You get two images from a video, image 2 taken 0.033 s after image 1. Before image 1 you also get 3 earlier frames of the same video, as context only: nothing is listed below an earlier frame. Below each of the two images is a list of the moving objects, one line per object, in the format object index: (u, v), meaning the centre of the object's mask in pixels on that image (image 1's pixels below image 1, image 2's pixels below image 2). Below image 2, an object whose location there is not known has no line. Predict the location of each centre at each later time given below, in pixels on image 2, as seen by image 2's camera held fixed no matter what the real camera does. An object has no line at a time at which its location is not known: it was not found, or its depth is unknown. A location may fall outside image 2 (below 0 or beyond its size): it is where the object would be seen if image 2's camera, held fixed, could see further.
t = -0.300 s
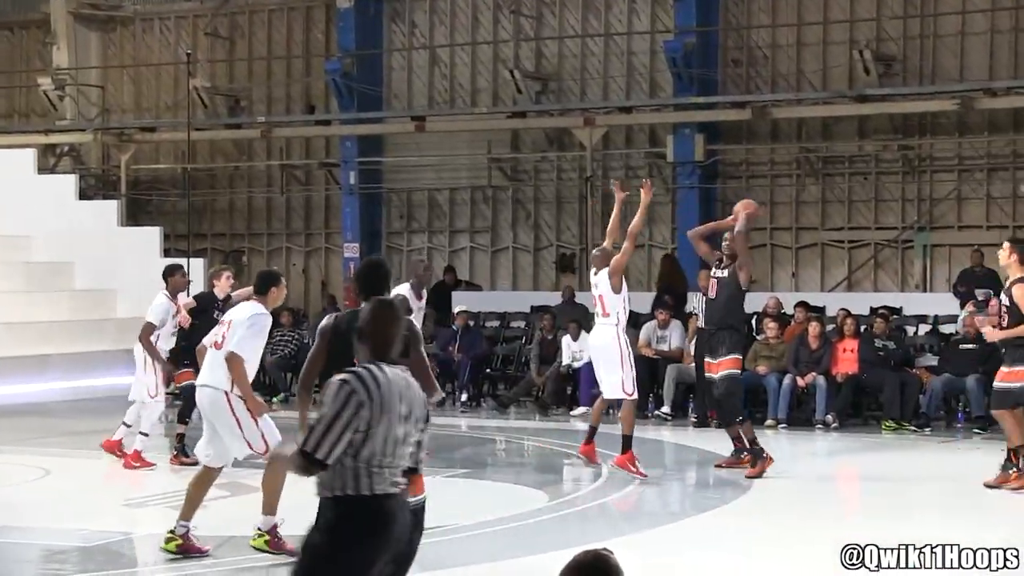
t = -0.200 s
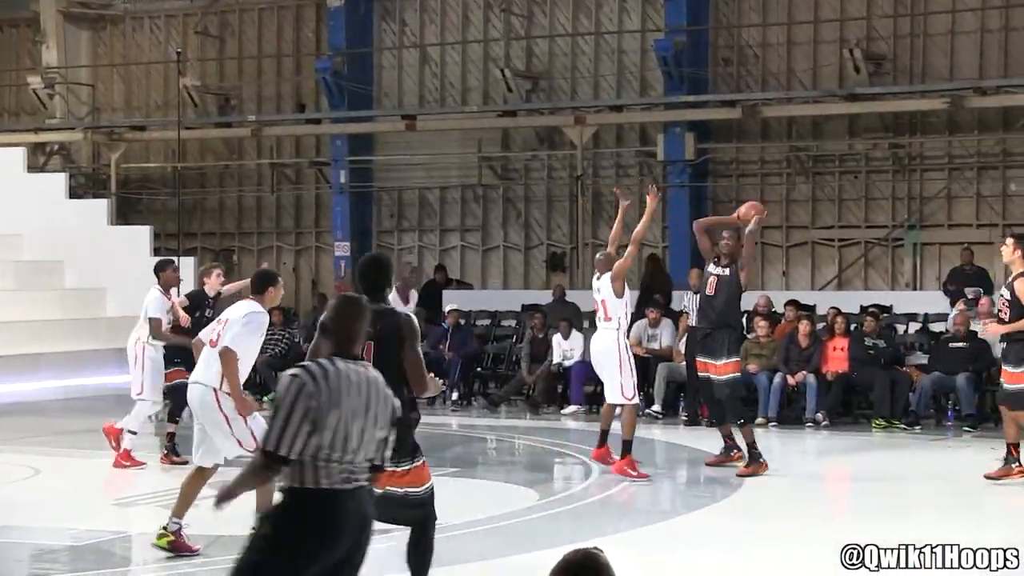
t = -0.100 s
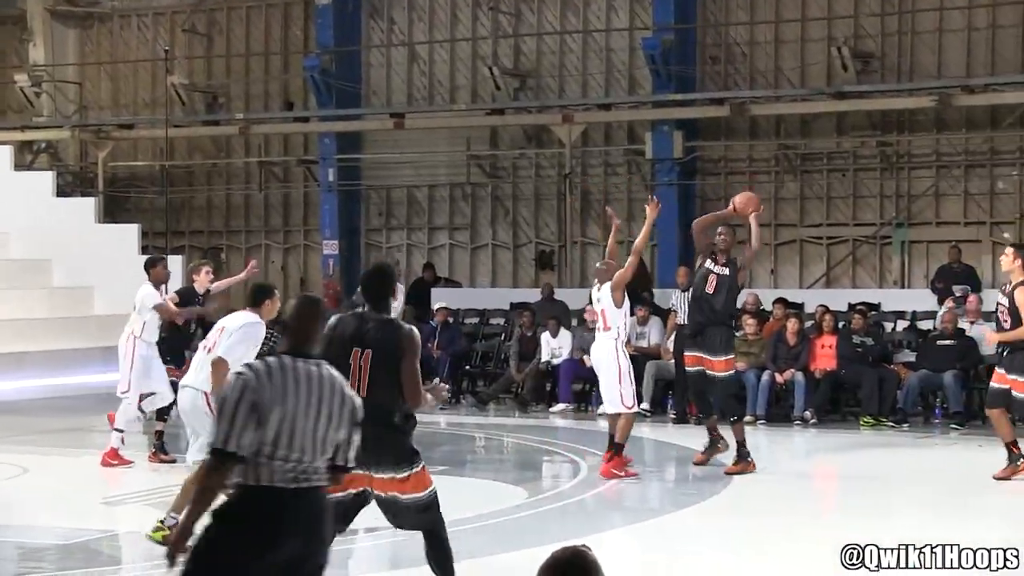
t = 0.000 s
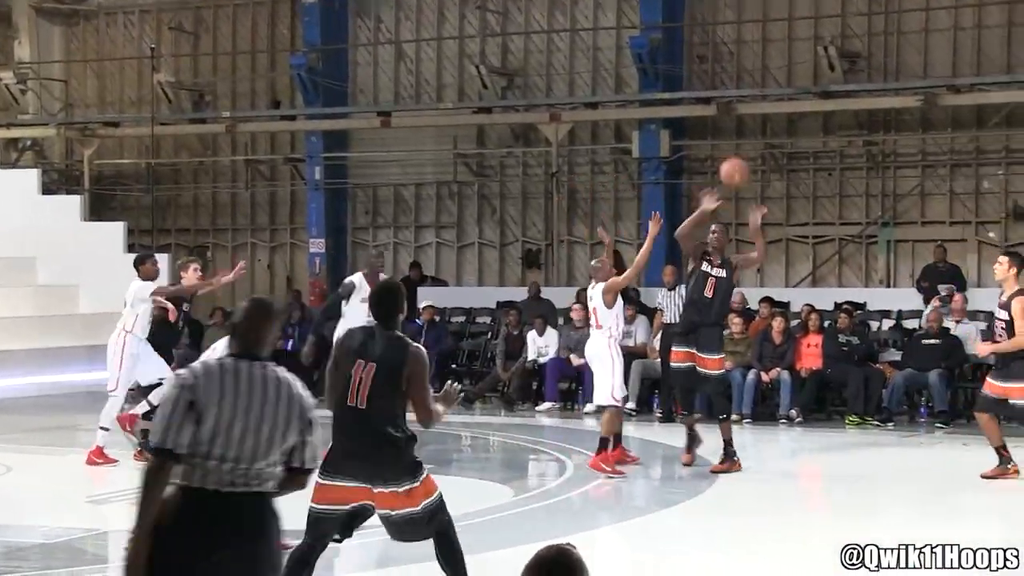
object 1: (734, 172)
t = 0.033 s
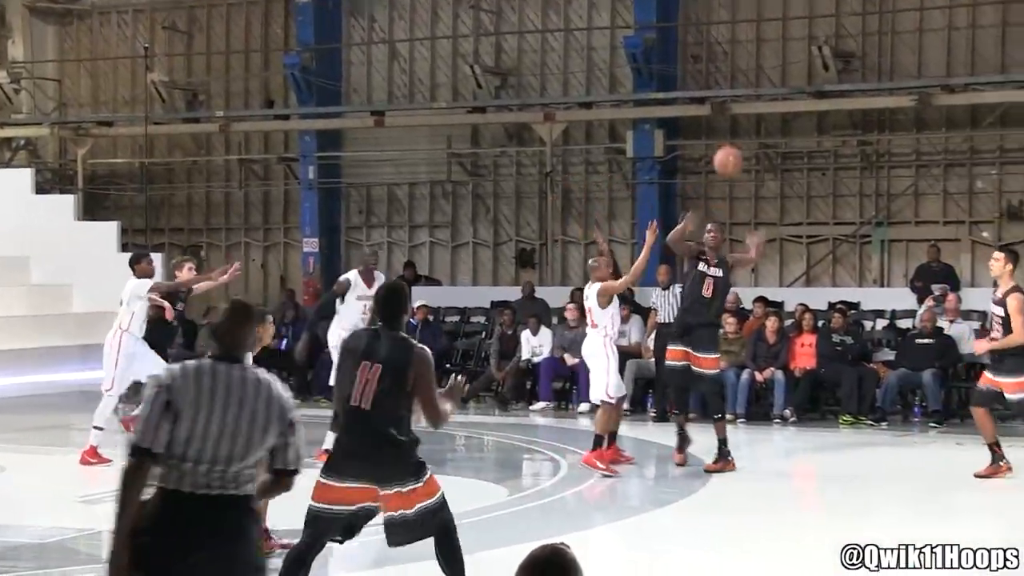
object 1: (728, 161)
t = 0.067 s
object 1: (729, 153)
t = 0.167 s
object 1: (733, 134)
